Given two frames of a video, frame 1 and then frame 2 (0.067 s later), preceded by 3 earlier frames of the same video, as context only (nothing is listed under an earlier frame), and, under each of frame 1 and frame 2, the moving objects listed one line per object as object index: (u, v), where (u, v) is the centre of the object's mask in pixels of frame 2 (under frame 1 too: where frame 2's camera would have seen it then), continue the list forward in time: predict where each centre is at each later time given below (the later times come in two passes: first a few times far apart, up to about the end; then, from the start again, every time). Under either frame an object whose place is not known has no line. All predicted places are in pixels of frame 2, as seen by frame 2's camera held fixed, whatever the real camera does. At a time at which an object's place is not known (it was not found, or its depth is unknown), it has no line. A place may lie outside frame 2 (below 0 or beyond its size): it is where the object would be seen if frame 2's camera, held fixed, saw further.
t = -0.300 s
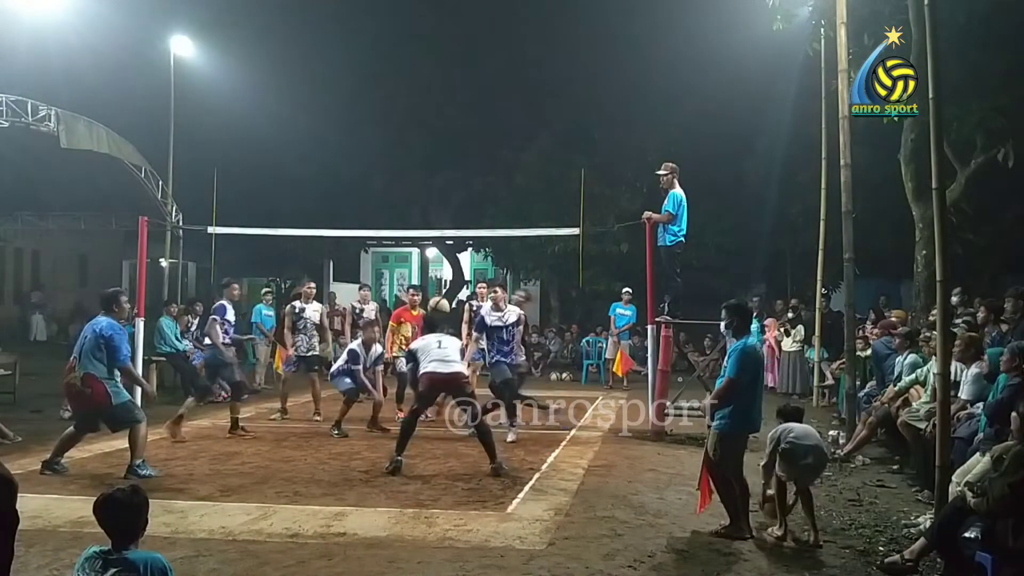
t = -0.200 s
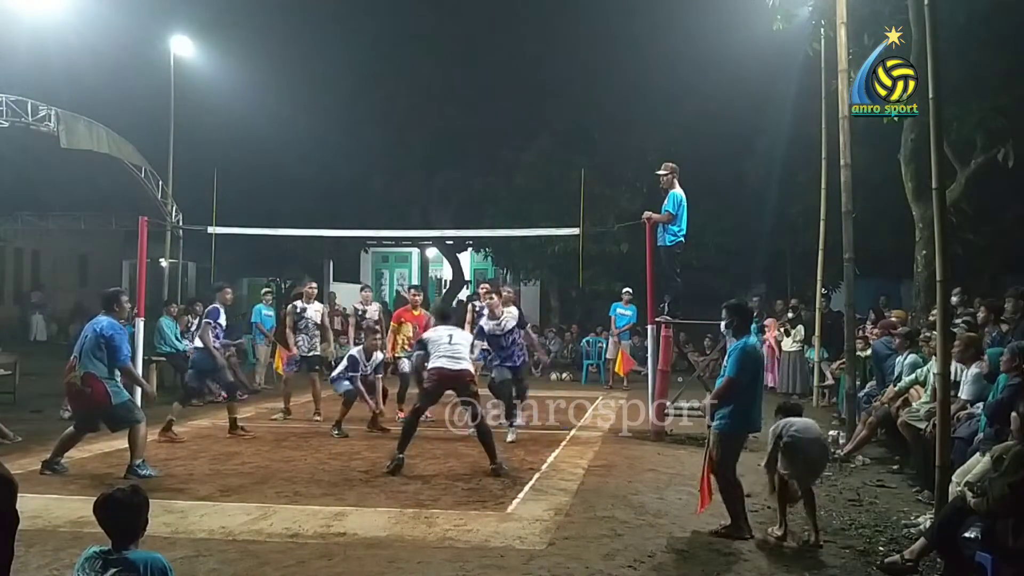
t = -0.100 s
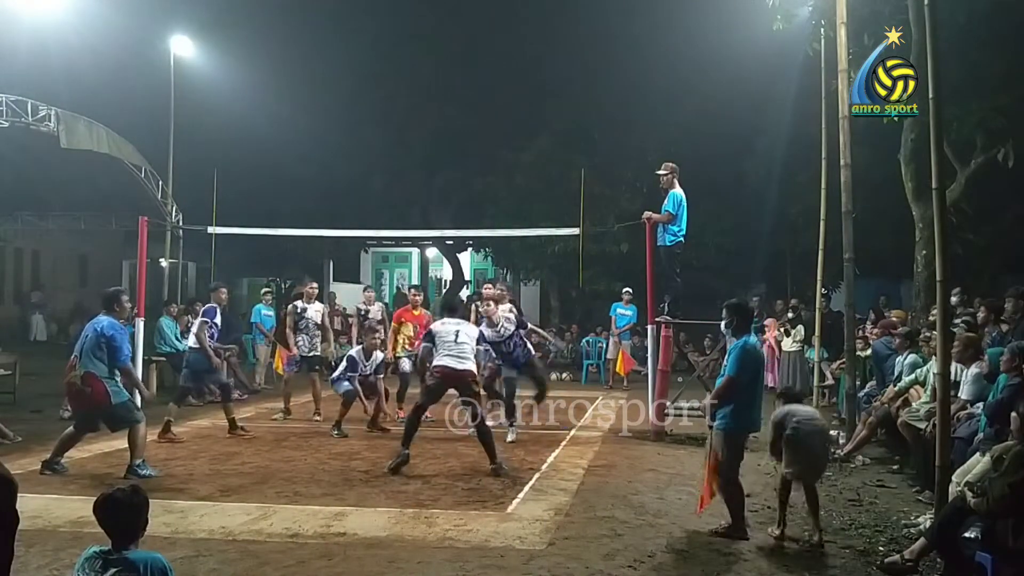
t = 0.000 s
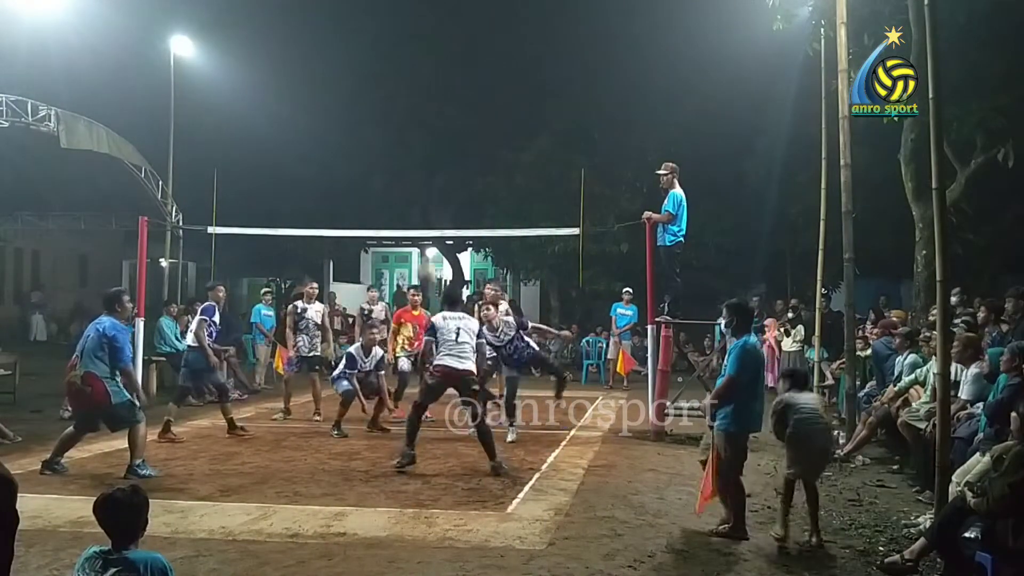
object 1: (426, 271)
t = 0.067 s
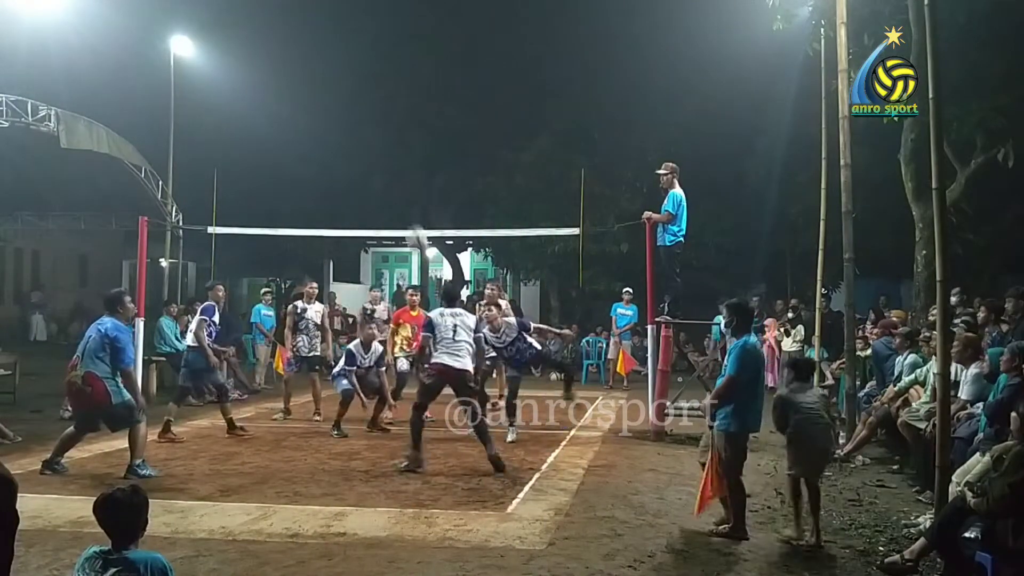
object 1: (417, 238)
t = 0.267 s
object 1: (391, 167)
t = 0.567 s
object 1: (351, 130)
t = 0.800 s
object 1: (320, 159)
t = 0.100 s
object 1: (412, 221)
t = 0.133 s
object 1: (408, 210)
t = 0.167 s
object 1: (404, 199)
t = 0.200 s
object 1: (400, 186)
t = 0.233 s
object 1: (395, 176)
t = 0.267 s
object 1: (391, 167)
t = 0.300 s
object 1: (387, 158)
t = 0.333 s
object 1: (382, 150)
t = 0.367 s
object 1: (377, 144)
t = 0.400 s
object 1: (373, 139)
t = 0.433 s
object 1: (368, 135)
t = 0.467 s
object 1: (363, 133)
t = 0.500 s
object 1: (359, 130)
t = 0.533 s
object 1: (355, 130)
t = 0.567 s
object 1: (351, 130)
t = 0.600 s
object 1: (346, 131)
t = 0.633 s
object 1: (342, 134)
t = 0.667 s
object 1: (338, 136)
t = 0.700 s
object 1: (334, 141)
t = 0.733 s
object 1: (329, 145)
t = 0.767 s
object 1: (325, 152)
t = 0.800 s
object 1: (320, 159)
